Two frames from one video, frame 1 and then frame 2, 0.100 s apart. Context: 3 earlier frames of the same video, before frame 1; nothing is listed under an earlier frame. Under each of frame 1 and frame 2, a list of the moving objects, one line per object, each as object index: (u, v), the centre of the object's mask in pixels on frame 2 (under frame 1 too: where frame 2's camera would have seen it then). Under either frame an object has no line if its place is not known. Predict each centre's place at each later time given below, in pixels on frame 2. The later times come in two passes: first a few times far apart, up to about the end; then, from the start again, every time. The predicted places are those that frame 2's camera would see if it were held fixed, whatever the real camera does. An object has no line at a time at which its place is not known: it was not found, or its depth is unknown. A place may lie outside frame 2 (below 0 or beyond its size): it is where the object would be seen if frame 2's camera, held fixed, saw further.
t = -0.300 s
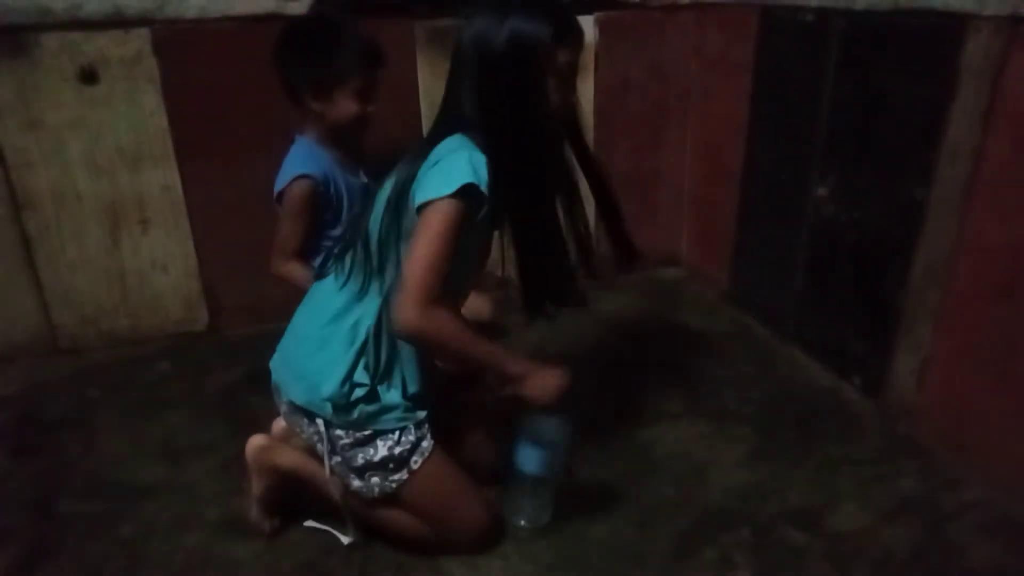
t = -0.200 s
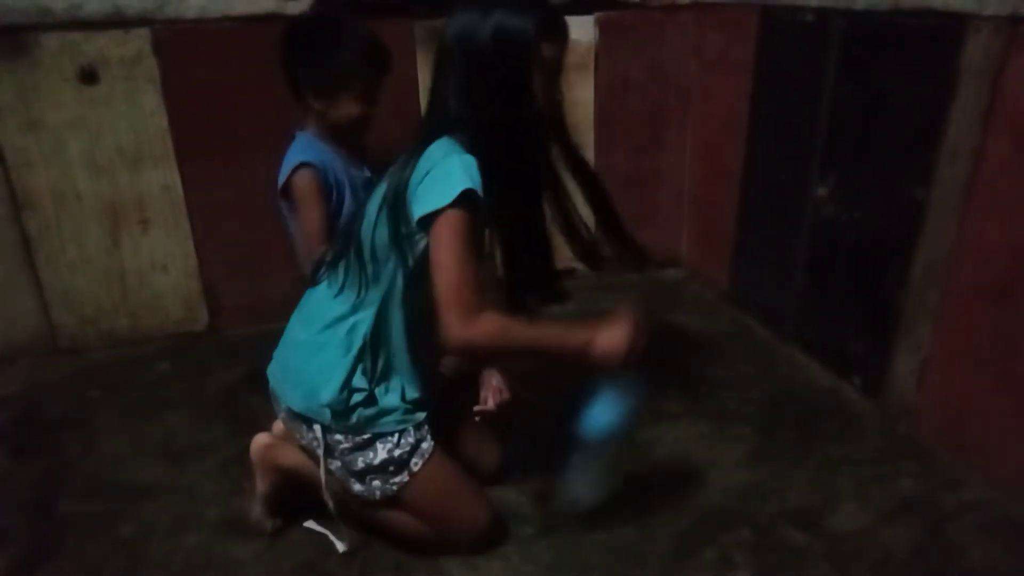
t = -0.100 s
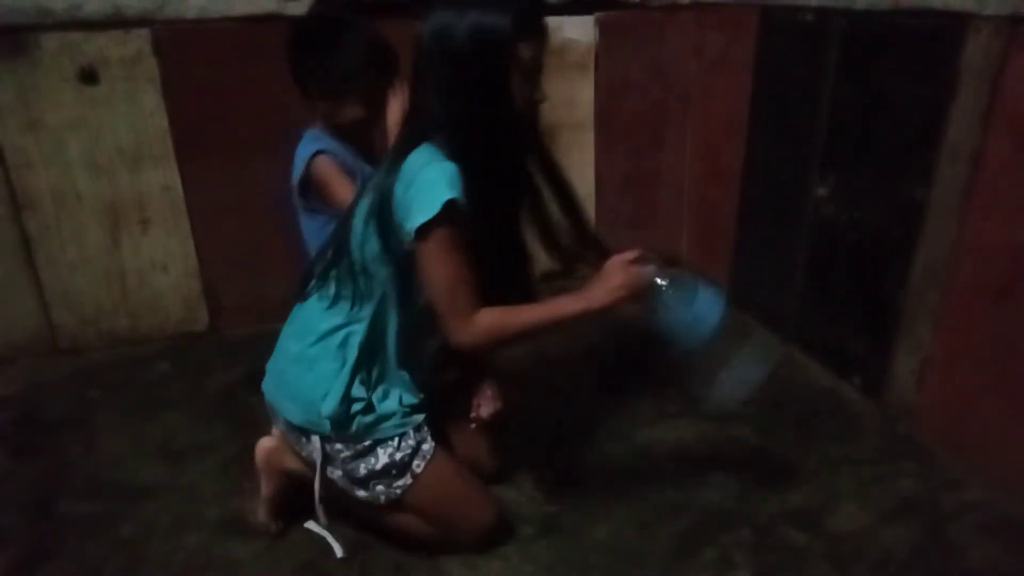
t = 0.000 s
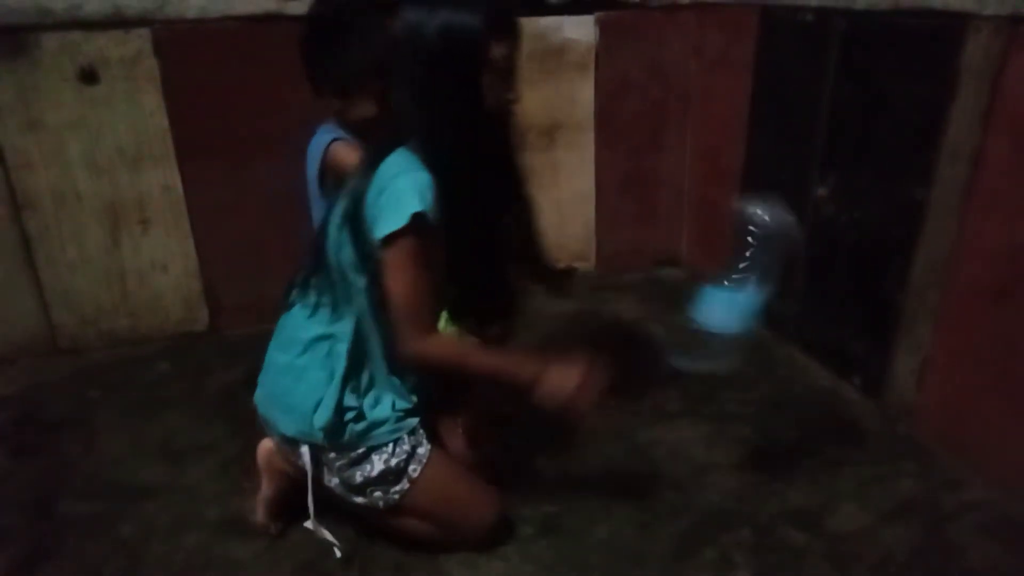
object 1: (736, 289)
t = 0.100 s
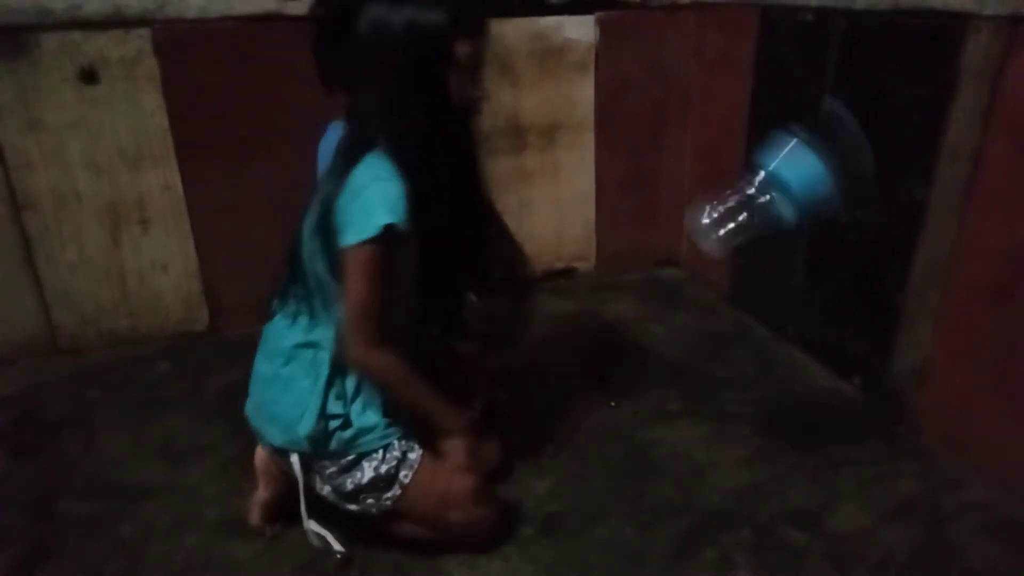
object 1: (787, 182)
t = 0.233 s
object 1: (651, 281)
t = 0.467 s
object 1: (670, 467)
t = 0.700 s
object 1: (689, 474)
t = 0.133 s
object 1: (748, 164)
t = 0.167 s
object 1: (701, 182)
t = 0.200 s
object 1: (668, 226)
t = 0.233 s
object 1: (651, 281)
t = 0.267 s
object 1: (651, 329)
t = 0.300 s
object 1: (668, 374)
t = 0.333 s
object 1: (682, 395)
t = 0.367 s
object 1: (686, 425)
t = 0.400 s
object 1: (688, 450)
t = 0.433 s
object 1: (680, 466)
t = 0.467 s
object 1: (670, 467)
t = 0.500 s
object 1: (671, 465)
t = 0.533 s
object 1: (676, 464)
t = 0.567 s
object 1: (682, 466)
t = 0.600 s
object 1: (687, 470)
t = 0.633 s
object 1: (688, 475)
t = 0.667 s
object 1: (689, 474)
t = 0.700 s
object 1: (689, 474)
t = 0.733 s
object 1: (689, 473)
